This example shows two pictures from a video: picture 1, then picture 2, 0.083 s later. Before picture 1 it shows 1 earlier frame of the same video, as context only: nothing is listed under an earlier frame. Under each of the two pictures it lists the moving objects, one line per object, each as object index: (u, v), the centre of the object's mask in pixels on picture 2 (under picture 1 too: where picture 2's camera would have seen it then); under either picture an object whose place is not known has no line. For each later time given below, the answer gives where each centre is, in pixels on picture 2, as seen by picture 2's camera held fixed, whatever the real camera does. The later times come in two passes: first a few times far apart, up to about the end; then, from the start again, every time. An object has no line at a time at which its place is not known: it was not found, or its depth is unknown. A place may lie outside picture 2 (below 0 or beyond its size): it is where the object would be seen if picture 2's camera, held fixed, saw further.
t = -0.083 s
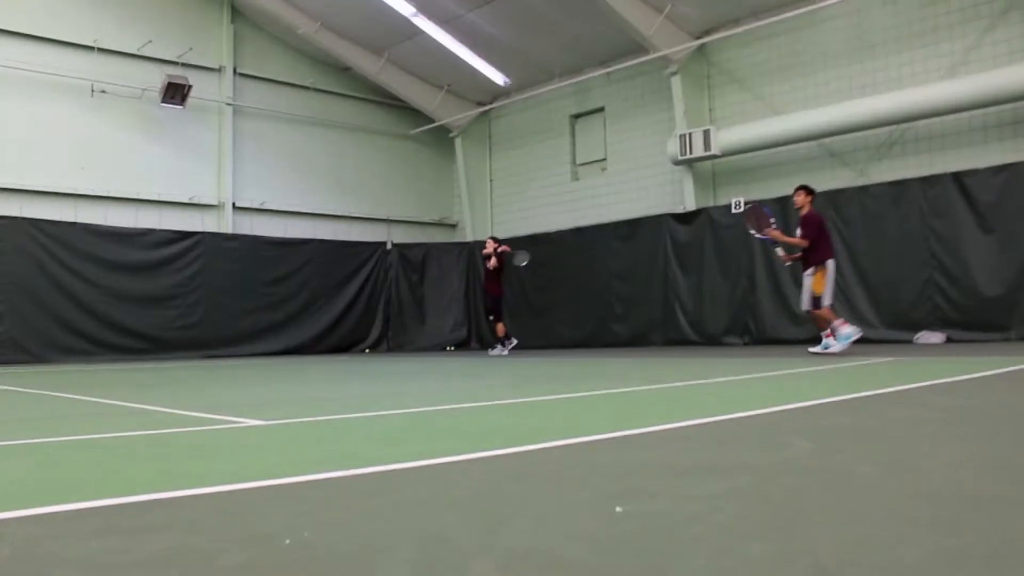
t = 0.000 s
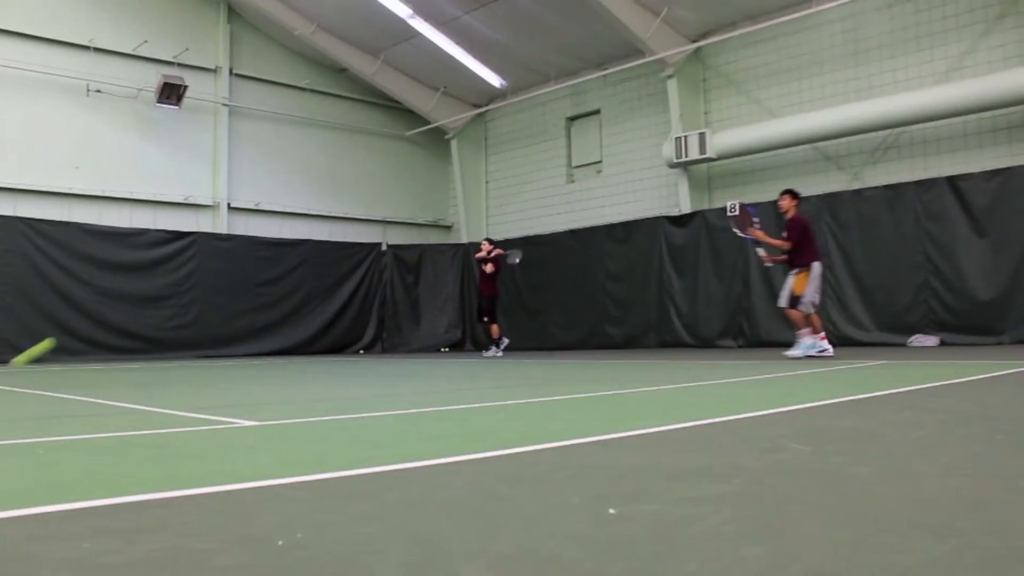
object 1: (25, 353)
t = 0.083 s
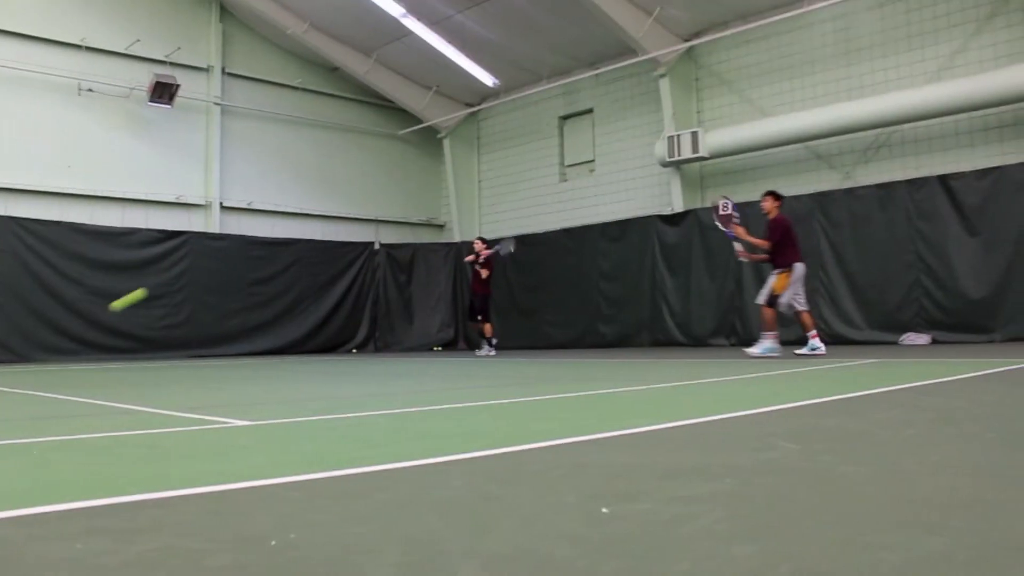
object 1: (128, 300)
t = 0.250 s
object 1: (290, 248)
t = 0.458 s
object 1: (436, 254)
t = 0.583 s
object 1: (504, 281)
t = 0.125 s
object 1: (174, 281)
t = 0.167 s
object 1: (216, 267)
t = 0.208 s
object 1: (254, 256)
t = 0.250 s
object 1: (290, 248)
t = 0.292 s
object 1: (322, 245)
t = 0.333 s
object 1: (354, 243)
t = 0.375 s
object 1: (384, 244)
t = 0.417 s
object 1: (411, 248)
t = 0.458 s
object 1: (436, 254)
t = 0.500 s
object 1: (459, 260)
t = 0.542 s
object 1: (483, 270)
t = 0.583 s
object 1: (504, 281)
